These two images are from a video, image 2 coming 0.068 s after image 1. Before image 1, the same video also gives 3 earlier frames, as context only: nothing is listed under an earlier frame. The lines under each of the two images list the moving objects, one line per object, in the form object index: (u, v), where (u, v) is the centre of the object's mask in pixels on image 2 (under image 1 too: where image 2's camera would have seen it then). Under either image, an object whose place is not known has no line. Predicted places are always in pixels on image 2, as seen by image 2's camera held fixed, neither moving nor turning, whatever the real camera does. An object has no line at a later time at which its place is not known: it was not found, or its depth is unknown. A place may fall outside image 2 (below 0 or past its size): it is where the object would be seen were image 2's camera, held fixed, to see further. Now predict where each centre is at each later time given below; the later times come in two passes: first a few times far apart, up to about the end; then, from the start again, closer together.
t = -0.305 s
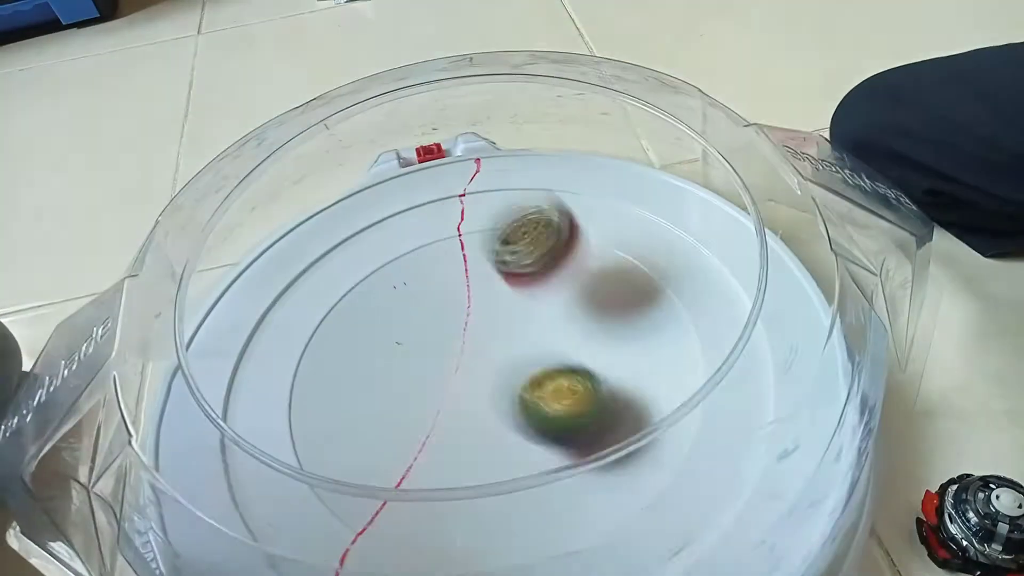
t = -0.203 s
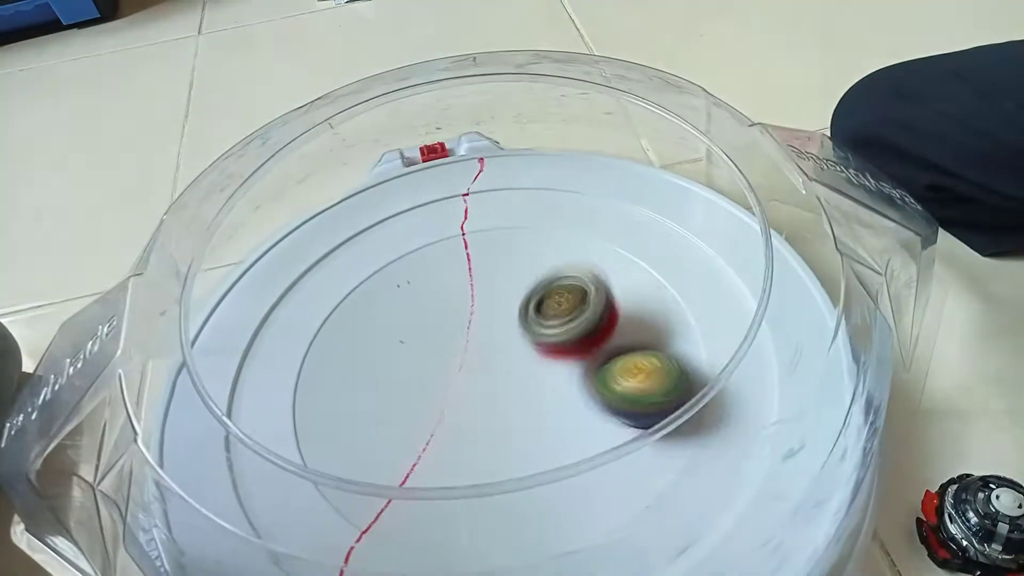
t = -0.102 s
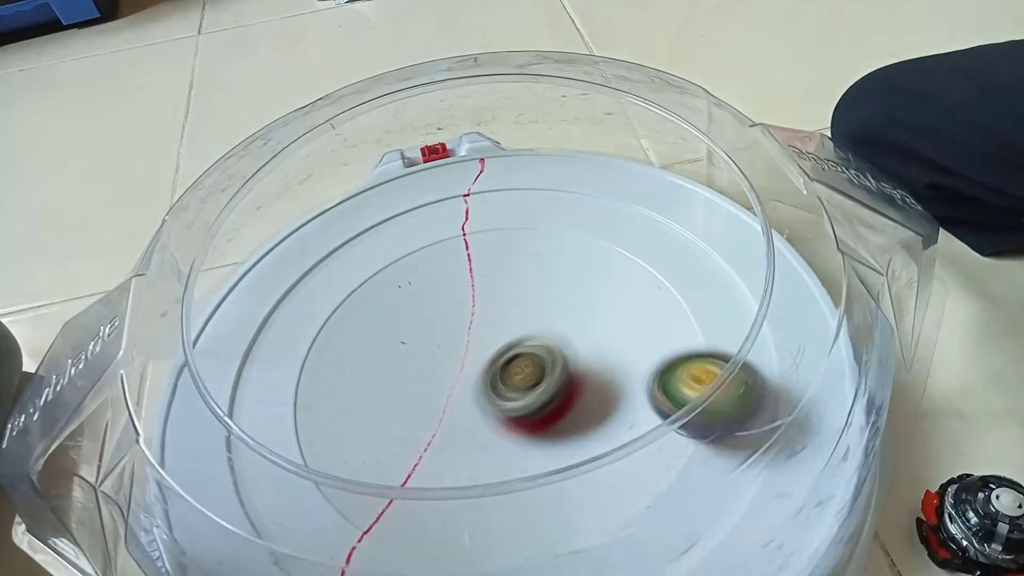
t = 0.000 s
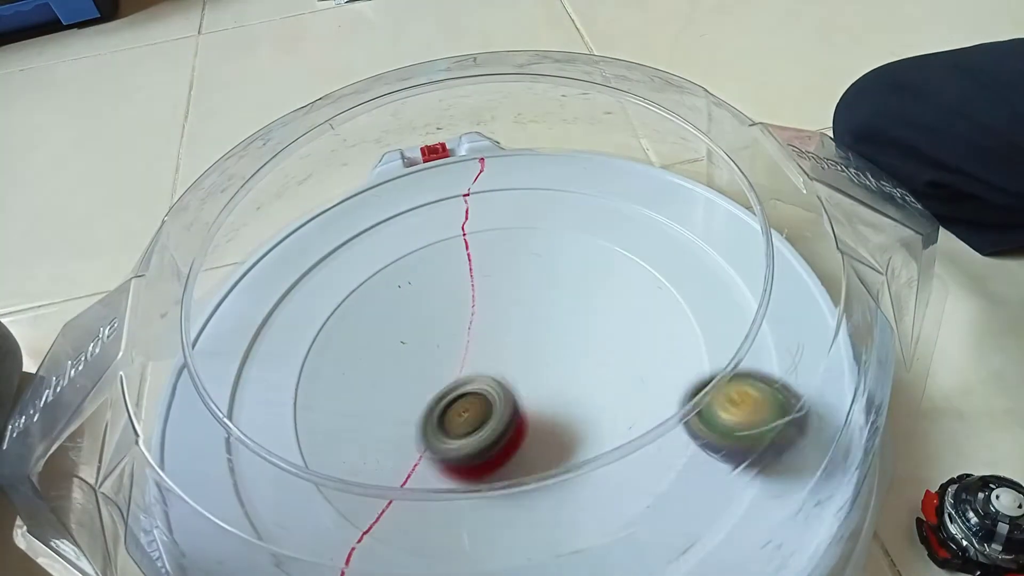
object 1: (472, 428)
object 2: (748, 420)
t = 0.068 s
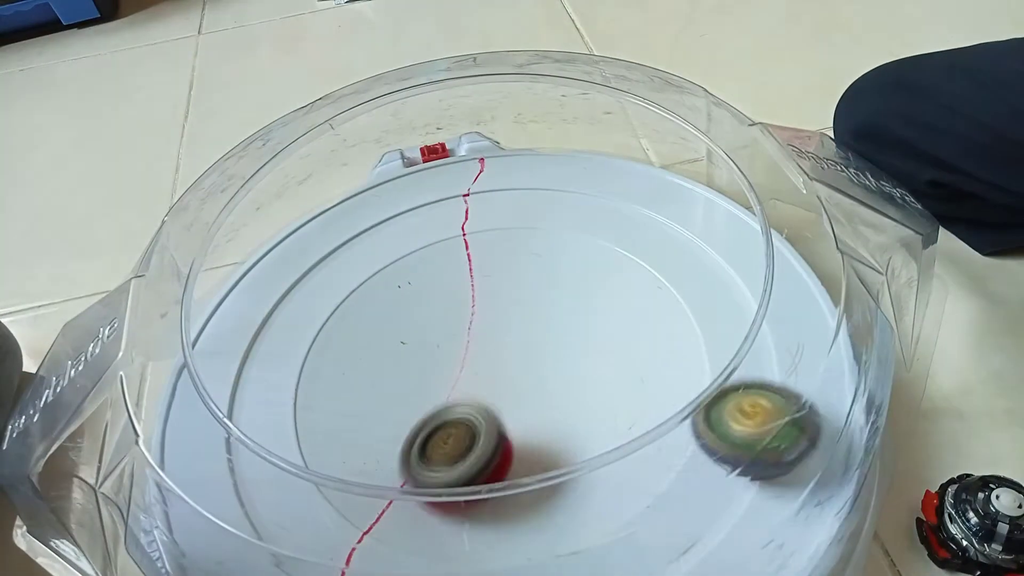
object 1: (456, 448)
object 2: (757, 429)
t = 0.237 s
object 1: (480, 509)
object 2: (729, 441)
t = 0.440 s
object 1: (559, 485)
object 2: (712, 441)
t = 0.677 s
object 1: (529, 418)
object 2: (667, 420)
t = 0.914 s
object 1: (433, 390)
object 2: (539, 382)
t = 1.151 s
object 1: (332, 421)
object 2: (565, 311)
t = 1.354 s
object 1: (378, 438)
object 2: (556, 333)
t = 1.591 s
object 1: (417, 424)
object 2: (520, 352)
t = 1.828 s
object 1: (397, 425)
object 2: (538, 298)
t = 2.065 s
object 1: (427, 383)
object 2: (530, 326)
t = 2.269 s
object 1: (413, 365)
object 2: (519, 331)
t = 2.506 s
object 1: (403, 370)
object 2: (518, 313)
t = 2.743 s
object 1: (444, 365)
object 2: (545, 323)
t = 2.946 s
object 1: (441, 382)
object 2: (604, 329)
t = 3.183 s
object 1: (456, 361)
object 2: (573, 382)
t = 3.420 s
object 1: (432, 366)
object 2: (526, 406)
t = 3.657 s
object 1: (448, 348)
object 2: (526, 401)
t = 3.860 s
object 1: (426, 323)
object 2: (514, 388)
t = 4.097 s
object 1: (420, 337)
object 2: (536, 391)
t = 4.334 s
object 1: (458, 339)
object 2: (535, 397)
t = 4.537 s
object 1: (457, 315)
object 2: (522, 388)
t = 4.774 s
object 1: (431, 318)
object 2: (542, 401)
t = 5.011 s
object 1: (463, 331)
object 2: (546, 398)
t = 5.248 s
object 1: (482, 312)
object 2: (530, 395)
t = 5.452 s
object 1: (483, 307)
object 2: (520, 382)
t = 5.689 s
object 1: (478, 314)
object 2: (522, 387)
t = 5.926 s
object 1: (474, 325)
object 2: (516, 398)
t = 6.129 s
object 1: (474, 323)
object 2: (507, 405)
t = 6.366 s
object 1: (479, 322)
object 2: (494, 408)
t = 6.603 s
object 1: (492, 318)
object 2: (486, 402)
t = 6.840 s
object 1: (497, 312)
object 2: (486, 398)
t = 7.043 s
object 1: (506, 316)
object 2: (486, 401)
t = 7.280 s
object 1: (522, 317)
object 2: (486, 400)
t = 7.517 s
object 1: (524, 310)
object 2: (478, 402)
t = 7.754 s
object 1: (522, 308)
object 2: (468, 408)
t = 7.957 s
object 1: (524, 323)
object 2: (475, 405)
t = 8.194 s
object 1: (542, 322)
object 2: (473, 392)
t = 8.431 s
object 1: (537, 323)
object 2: (466, 392)
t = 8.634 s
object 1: (543, 325)
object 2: (462, 396)
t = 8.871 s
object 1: (545, 334)
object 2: (464, 391)
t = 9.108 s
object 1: (550, 336)
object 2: (458, 387)
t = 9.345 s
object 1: (553, 342)
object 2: (446, 385)
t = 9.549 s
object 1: (552, 343)
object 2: (454, 376)
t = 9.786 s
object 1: (567, 355)
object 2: (451, 371)
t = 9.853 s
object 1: (566, 355)
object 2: (460, 369)
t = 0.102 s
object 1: (453, 467)
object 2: (749, 432)
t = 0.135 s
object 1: (454, 479)
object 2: (743, 435)
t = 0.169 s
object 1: (459, 489)
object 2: (738, 437)
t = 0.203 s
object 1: (468, 501)
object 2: (733, 439)
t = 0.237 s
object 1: (480, 509)
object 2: (729, 441)
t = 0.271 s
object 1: (495, 513)
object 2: (726, 441)
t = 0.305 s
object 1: (509, 513)
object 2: (722, 442)
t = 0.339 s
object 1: (523, 510)
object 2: (719, 442)
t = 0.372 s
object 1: (537, 503)
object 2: (716, 442)
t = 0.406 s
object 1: (550, 494)
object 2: (714, 442)
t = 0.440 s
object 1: (559, 485)
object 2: (712, 441)
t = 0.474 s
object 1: (565, 470)
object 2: (703, 435)
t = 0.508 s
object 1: (569, 459)
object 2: (700, 433)
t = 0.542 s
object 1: (569, 449)
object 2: (695, 430)
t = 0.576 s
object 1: (561, 432)
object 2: (691, 428)
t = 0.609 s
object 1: (554, 428)
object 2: (688, 424)
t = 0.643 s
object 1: (543, 424)
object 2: (683, 423)
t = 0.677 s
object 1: (529, 418)
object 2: (667, 420)
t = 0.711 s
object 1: (513, 414)
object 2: (641, 404)
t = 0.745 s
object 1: (496, 409)
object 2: (627, 406)
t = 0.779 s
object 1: (479, 405)
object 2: (611, 405)
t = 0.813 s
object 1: (464, 402)
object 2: (593, 403)
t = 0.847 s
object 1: (452, 398)
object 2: (571, 397)
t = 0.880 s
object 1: (442, 394)
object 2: (552, 390)
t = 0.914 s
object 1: (433, 390)
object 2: (539, 382)
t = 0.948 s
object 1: (403, 394)
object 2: (549, 363)
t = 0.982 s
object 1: (380, 397)
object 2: (557, 346)
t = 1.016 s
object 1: (363, 401)
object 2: (561, 333)
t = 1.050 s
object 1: (349, 405)
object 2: (563, 324)
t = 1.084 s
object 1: (339, 410)
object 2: (564, 318)
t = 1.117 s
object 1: (333, 416)
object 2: (564, 314)
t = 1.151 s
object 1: (332, 421)
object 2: (565, 311)
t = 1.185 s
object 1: (334, 426)
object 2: (565, 312)
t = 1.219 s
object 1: (339, 429)
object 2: (564, 313)
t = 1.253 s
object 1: (347, 432)
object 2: (563, 316)
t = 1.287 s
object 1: (356, 435)
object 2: (562, 320)
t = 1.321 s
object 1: (367, 437)
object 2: (560, 326)
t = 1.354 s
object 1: (378, 438)
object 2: (556, 333)
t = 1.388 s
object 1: (389, 437)
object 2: (551, 340)
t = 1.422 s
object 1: (400, 435)
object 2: (544, 347)
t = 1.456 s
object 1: (409, 432)
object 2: (537, 354)
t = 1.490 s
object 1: (417, 427)
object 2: (528, 359)
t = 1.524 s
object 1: (424, 422)
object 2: (520, 363)
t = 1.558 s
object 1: (429, 418)
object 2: (514, 366)
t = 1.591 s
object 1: (417, 424)
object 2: (520, 352)
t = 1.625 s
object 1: (405, 432)
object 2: (527, 337)
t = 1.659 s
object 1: (397, 435)
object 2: (531, 324)
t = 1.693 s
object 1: (392, 435)
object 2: (533, 315)
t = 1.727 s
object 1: (390, 435)
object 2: (535, 308)
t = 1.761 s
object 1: (391, 433)
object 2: (536, 302)
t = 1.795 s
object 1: (394, 429)
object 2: (537, 299)
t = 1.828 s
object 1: (397, 425)
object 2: (538, 298)
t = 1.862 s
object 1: (400, 421)
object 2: (539, 299)
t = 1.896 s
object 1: (404, 416)
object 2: (539, 301)
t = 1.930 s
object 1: (408, 411)
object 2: (539, 305)
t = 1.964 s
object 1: (413, 405)
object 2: (538, 310)
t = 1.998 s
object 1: (418, 398)
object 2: (536, 315)
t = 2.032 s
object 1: (423, 391)
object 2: (534, 320)
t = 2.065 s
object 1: (427, 383)
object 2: (530, 326)
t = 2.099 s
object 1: (431, 377)
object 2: (525, 332)
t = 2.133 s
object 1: (427, 373)
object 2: (525, 332)
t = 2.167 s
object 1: (422, 371)
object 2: (528, 330)
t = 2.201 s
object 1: (418, 369)
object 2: (528, 330)
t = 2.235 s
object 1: (415, 367)
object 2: (525, 330)
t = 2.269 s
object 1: (413, 365)
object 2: (519, 331)
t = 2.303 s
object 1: (412, 363)
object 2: (512, 331)
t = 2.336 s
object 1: (408, 362)
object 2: (507, 331)
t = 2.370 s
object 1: (399, 364)
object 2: (510, 324)
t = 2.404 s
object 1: (394, 366)
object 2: (513, 319)
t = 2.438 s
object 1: (394, 369)
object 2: (515, 314)
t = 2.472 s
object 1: (397, 370)
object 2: (517, 312)
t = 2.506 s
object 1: (403, 370)
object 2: (518, 313)
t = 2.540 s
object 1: (411, 369)
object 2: (519, 316)
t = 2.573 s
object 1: (420, 367)
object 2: (519, 320)
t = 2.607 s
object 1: (426, 365)
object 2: (520, 324)
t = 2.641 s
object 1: (424, 367)
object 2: (534, 318)
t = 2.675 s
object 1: (427, 368)
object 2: (543, 317)
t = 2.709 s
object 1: (434, 368)
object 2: (546, 319)
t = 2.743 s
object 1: (444, 365)
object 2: (545, 323)
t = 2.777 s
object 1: (445, 362)
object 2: (551, 324)
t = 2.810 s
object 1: (430, 364)
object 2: (572, 318)
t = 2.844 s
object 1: (423, 368)
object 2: (590, 316)
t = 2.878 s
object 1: (423, 373)
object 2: (600, 317)
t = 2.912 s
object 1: (429, 378)
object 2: (605, 322)
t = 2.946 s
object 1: (441, 382)
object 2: (604, 329)
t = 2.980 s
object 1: (455, 383)
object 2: (598, 339)
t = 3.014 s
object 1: (467, 381)
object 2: (587, 352)
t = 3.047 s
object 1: (474, 377)
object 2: (582, 362)
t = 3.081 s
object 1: (466, 373)
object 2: (589, 366)
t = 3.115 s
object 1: (461, 368)
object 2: (589, 370)
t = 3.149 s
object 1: (457, 363)
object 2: (582, 375)
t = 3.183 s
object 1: (456, 361)
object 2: (573, 382)
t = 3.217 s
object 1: (455, 361)
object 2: (558, 386)
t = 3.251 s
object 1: (452, 361)
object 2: (544, 393)
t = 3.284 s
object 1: (439, 357)
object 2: (544, 400)
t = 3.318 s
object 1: (431, 355)
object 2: (543, 405)
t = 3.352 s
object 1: (428, 357)
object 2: (538, 407)
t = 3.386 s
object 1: (428, 361)
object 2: (532, 406)
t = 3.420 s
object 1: (432, 366)
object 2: (526, 406)
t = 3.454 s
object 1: (431, 366)
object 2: (532, 407)
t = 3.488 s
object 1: (428, 361)
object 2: (538, 407)
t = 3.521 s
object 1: (429, 357)
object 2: (541, 407)
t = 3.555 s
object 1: (432, 355)
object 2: (540, 407)
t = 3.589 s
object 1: (439, 353)
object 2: (535, 405)
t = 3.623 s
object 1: (446, 352)
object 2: (527, 403)
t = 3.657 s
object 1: (448, 348)
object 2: (526, 401)
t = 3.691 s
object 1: (448, 342)
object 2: (525, 400)
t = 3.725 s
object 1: (447, 338)
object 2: (523, 398)
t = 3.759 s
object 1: (444, 332)
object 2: (521, 395)
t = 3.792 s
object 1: (439, 328)
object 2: (519, 393)
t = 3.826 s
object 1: (433, 325)
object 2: (516, 390)
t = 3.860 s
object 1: (426, 323)
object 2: (514, 388)
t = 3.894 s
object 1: (421, 323)
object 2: (512, 385)
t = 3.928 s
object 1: (419, 324)
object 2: (510, 382)
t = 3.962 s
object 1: (423, 327)
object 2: (508, 379)
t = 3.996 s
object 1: (427, 331)
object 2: (511, 379)
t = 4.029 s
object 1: (423, 331)
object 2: (522, 385)
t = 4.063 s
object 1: (420, 333)
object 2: (531, 389)
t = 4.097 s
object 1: (420, 337)
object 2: (536, 391)
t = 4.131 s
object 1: (424, 340)
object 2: (538, 392)
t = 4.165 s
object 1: (433, 343)
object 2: (538, 391)
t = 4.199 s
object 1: (445, 345)
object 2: (535, 390)
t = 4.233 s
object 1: (451, 343)
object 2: (537, 391)
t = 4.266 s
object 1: (453, 339)
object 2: (539, 395)
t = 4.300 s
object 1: (455, 337)
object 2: (538, 397)
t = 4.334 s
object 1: (458, 339)
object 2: (535, 397)
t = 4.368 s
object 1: (459, 340)
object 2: (532, 397)
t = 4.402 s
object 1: (458, 338)
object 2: (532, 398)
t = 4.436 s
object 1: (458, 332)
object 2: (531, 396)
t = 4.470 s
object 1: (460, 325)
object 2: (529, 394)
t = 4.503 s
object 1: (460, 319)
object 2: (525, 391)
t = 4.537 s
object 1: (457, 315)
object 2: (522, 388)
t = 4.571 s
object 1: (453, 314)
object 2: (518, 384)
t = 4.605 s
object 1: (448, 315)
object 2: (515, 380)
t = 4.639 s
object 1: (446, 320)
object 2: (513, 378)
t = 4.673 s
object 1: (437, 316)
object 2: (522, 386)
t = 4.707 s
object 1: (432, 312)
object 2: (533, 395)
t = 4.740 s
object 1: (430, 314)
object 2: (540, 399)
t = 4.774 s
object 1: (431, 318)
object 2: (542, 401)
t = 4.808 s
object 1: (434, 324)
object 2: (542, 400)
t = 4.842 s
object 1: (440, 329)
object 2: (539, 398)
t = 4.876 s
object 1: (448, 334)
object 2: (535, 395)
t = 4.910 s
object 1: (456, 338)
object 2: (532, 393)
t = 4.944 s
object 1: (457, 336)
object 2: (540, 396)
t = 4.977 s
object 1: (459, 333)
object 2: (545, 399)
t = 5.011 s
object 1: (463, 331)
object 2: (546, 398)
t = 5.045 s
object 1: (468, 330)
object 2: (544, 398)
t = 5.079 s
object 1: (472, 328)
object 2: (540, 397)
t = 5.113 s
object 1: (476, 326)
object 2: (536, 396)
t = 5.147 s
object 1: (480, 324)
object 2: (532, 394)
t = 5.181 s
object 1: (482, 320)
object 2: (532, 397)
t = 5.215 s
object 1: (482, 314)
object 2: (532, 395)
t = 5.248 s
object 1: (482, 312)
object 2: (530, 395)
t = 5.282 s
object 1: (481, 310)
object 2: (528, 392)
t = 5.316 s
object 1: (482, 308)
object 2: (525, 389)
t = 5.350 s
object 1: (482, 308)
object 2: (523, 386)
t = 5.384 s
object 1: (482, 308)
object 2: (522, 384)
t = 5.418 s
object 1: (483, 307)
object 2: (521, 383)
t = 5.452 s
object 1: (483, 307)
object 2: (520, 382)
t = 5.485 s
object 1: (484, 306)
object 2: (520, 382)
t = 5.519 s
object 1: (484, 306)
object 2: (520, 383)
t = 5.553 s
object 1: (484, 307)
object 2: (521, 383)
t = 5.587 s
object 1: (483, 307)
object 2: (521, 383)
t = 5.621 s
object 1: (482, 310)
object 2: (521, 384)
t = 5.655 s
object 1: (480, 311)
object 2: (522, 385)
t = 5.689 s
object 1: (478, 314)
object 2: (522, 387)
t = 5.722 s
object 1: (476, 317)
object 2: (522, 388)
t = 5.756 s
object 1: (475, 320)
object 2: (522, 392)
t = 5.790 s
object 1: (475, 322)
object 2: (522, 393)
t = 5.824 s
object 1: (474, 323)
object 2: (521, 395)
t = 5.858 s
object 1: (474, 324)
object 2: (519, 396)
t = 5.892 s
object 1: (474, 325)
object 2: (518, 397)
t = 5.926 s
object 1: (474, 325)
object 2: (516, 398)
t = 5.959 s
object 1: (474, 325)
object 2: (514, 400)
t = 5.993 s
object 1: (474, 325)
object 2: (512, 401)
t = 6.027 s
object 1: (475, 326)
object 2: (511, 402)
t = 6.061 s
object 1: (475, 326)
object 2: (510, 403)
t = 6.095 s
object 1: (475, 324)
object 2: (509, 405)
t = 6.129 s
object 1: (474, 323)
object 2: (507, 405)
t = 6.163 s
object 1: (473, 323)
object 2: (504, 405)
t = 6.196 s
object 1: (474, 324)
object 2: (501, 405)
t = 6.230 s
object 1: (475, 325)
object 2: (499, 406)
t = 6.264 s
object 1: (476, 325)
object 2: (498, 406)
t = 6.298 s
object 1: (477, 325)
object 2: (497, 407)
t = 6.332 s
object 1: (478, 323)
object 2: (496, 408)
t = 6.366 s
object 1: (479, 322)
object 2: (494, 408)
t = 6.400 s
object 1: (480, 322)
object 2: (492, 407)
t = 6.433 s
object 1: (481, 322)
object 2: (491, 406)
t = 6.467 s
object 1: (483, 322)
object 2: (489, 405)
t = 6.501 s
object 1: (485, 321)
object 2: (488, 405)
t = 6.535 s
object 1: (487, 320)
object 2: (487, 404)
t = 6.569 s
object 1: (490, 319)
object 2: (487, 403)
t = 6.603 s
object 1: (492, 318)
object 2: (486, 402)
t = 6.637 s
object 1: (494, 316)
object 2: (485, 400)
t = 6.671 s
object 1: (495, 315)
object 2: (485, 399)
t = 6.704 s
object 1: (496, 313)
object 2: (485, 398)
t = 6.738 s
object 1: (497, 312)
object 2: (486, 397)
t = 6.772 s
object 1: (497, 312)
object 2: (486, 397)
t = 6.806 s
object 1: (497, 311)
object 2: (486, 398)
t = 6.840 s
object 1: (497, 312)
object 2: (486, 398)
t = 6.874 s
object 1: (498, 312)
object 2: (486, 398)
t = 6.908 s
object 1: (498, 312)
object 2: (486, 400)
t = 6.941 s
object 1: (499, 313)
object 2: (486, 399)
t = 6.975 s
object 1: (501, 314)
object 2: (486, 400)
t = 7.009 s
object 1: (503, 315)
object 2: (486, 400)
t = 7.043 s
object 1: (506, 316)
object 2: (486, 401)
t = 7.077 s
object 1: (508, 315)
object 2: (485, 402)
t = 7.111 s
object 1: (511, 316)
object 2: (485, 401)
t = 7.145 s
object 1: (513, 317)
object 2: (485, 401)
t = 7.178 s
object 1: (515, 317)
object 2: (485, 401)
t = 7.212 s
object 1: (518, 317)
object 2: (486, 401)
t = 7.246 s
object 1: (520, 317)
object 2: (486, 400)
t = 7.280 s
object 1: (522, 317)
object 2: (486, 400)
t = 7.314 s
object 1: (524, 317)
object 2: (487, 400)
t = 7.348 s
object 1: (525, 317)
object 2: (487, 399)
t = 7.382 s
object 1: (527, 315)
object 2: (484, 402)
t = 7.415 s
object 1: (528, 311)
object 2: (480, 406)
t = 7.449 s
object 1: (528, 309)
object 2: (478, 407)
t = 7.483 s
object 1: (527, 308)
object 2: (478, 405)
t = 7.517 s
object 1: (524, 310)
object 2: (478, 402)
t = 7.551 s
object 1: (522, 315)
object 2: (479, 398)
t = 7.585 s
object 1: (522, 315)
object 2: (477, 400)
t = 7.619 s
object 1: (525, 311)
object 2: (469, 409)
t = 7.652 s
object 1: (526, 308)
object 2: (465, 413)
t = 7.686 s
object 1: (526, 306)
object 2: (465, 414)
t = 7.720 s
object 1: (524, 306)
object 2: (466, 412)
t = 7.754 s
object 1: (522, 308)
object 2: (468, 408)
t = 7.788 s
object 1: (520, 313)
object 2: (471, 403)
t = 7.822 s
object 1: (519, 318)
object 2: (474, 399)
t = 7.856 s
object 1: (519, 319)
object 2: (474, 400)
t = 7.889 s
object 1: (522, 320)
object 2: (473, 405)
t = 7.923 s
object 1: (523, 321)
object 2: (473, 406)
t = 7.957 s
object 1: (524, 323)
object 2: (475, 405)
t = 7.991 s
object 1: (527, 325)
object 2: (476, 403)
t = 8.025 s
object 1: (531, 326)
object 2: (475, 403)
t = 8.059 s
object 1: (534, 326)
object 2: (475, 401)
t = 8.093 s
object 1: (537, 325)
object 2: (475, 398)
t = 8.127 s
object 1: (540, 324)
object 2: (475, 396)
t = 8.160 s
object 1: (541, 323)
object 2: (474, 393)
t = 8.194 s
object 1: (542, 322)
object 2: (473, 392)
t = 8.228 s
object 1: (542, 321)
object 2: (472, 392)
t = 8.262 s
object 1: (541, 321)
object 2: (472, 390)
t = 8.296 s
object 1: (540, 321)
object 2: (470, 391)
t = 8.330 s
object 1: (539, 322)
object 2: (470, 390)
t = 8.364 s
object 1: (539, 322)
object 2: (467, 391)
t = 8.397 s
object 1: (538, 321)
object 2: (466, 392)
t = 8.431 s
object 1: (537, 323)
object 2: (466, 392)
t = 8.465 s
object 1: (538, 324)
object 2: (465, 392)
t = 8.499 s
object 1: (538, 324)
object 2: (464, 394)
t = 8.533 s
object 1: (538, 325)
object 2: (465, 394)
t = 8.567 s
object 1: (538, 327)
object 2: (466, 393)
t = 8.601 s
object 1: (541, 326)
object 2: (463, 395)
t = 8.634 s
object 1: (543, 325)
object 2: (462, 396)
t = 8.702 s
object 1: (542, 325)
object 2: (464, 394)
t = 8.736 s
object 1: (541, 328)
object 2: (467, 392)
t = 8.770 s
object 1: (542, 329)
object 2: (466, 392)
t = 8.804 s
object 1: (542, 331)
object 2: (465, 392)
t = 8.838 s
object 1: (544, 333)
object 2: (464, 392)
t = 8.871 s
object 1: (545, 334)
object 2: (464, 391)
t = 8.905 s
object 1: (547, 335)
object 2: (463, 391)
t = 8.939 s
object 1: (548, 336)
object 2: (463, 391)
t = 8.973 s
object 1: (552, 335)
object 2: (458, 391)
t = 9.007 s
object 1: (554, 334)
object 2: (455, 392)
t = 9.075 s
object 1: (553, 334)
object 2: (455, 390)
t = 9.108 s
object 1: (550, 336)
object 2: (458, 387)
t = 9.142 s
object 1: (551, 337)
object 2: (456, 387)
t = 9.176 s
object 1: (553, 335)
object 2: (450, 389)
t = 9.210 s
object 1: (553, 335)
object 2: (448, 389)
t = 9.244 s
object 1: (552, 336)
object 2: (450, 388)
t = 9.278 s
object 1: (550, 338)
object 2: (452, 386)
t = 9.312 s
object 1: (548, 342)
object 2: (453, 384)
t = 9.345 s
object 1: (553, 342)
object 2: (446, 385)
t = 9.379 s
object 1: (557, 341)
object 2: (442, 385)
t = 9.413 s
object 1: (560, 340)
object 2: (442, 384)
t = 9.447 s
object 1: (561, 339)
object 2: (444, 382)
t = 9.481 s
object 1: (560, 339)
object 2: (447, 380)
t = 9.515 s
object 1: (556, 340)
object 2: (450, 378)
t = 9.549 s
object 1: (552, 343)
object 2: (454, 376)
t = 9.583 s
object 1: (552, 346)
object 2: (451, 376)
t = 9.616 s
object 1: (552, 350)
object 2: (451, 375)
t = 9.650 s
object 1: (554, 353)
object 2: (448, 374)
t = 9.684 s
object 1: (559, 354)
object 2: (445, 374)
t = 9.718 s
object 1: (562, 355)
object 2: (445, 373)
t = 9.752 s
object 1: (565, 355)
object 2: (448, 372)
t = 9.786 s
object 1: (567, 355)
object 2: (451, 371)
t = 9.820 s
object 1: (568, 355)
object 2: (455, 370)
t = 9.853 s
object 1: (566, 355)
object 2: (460, 369)
